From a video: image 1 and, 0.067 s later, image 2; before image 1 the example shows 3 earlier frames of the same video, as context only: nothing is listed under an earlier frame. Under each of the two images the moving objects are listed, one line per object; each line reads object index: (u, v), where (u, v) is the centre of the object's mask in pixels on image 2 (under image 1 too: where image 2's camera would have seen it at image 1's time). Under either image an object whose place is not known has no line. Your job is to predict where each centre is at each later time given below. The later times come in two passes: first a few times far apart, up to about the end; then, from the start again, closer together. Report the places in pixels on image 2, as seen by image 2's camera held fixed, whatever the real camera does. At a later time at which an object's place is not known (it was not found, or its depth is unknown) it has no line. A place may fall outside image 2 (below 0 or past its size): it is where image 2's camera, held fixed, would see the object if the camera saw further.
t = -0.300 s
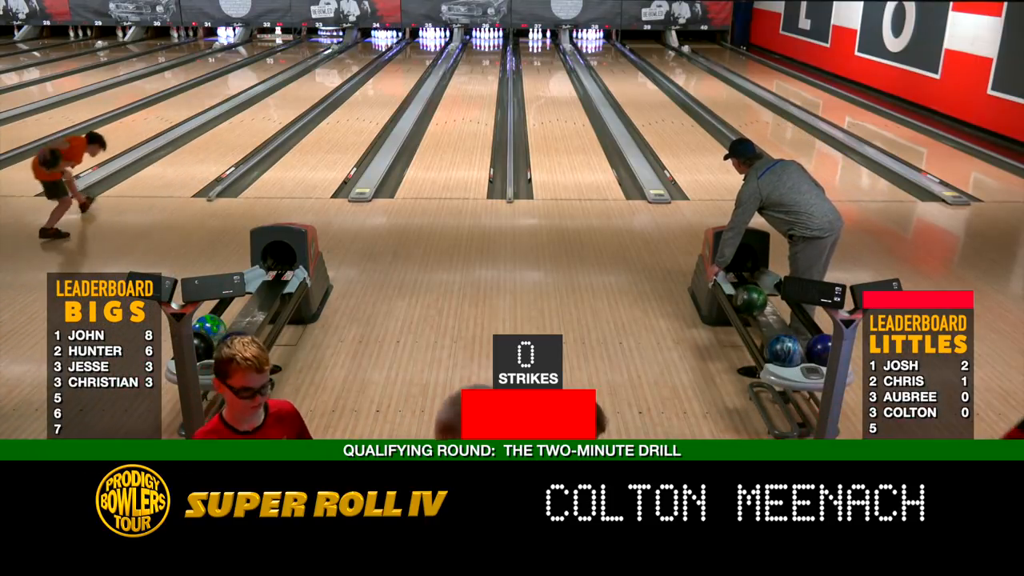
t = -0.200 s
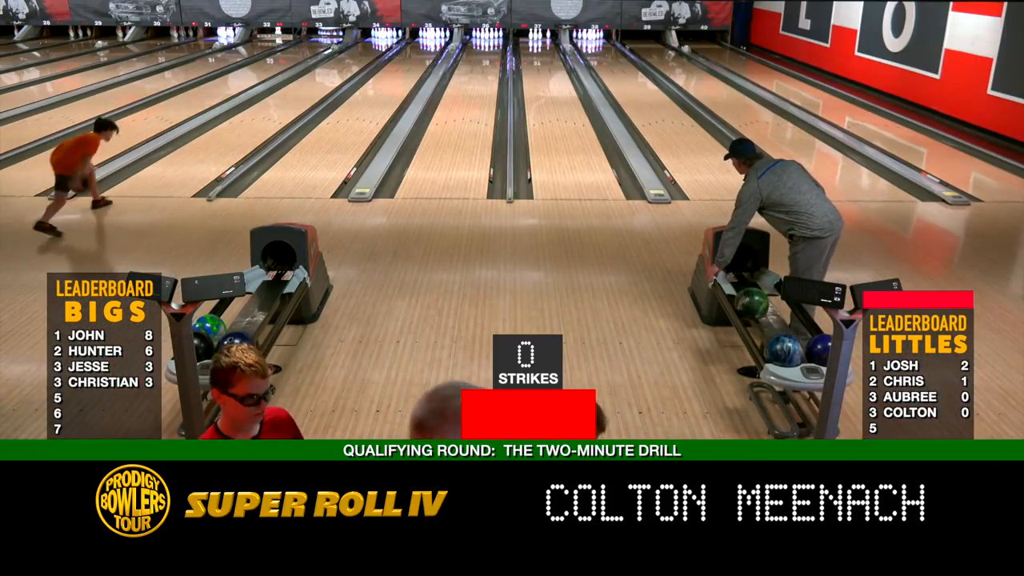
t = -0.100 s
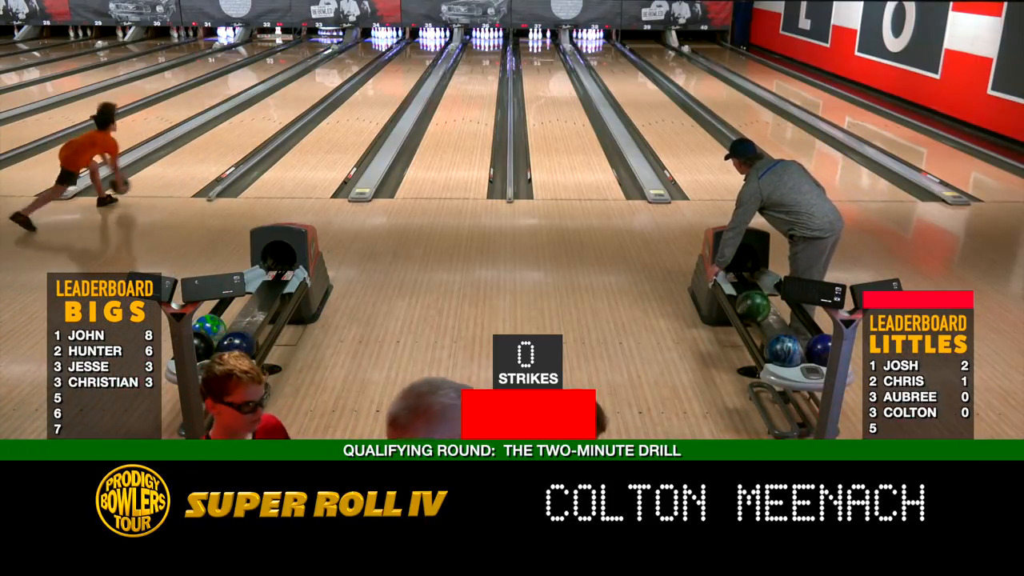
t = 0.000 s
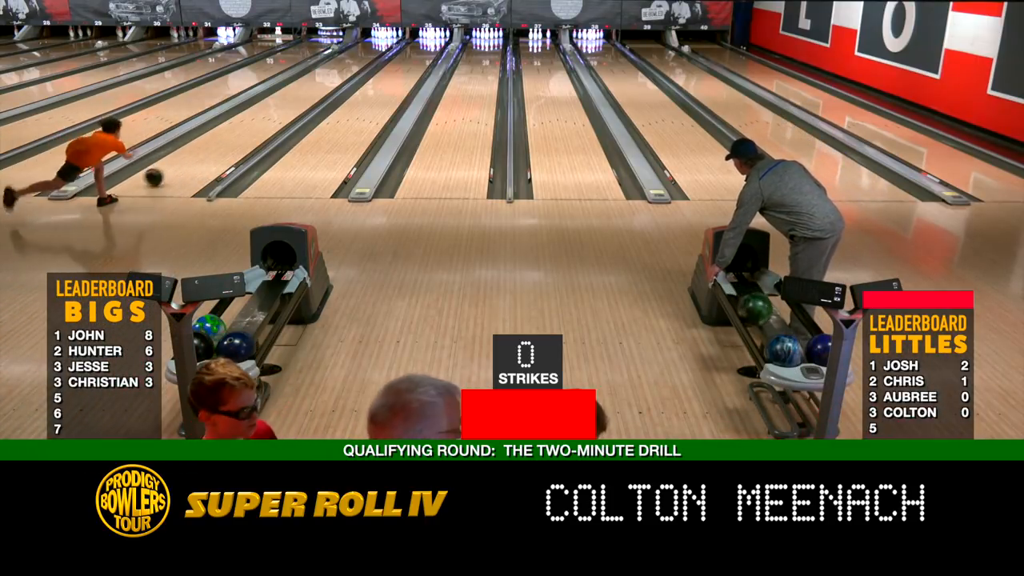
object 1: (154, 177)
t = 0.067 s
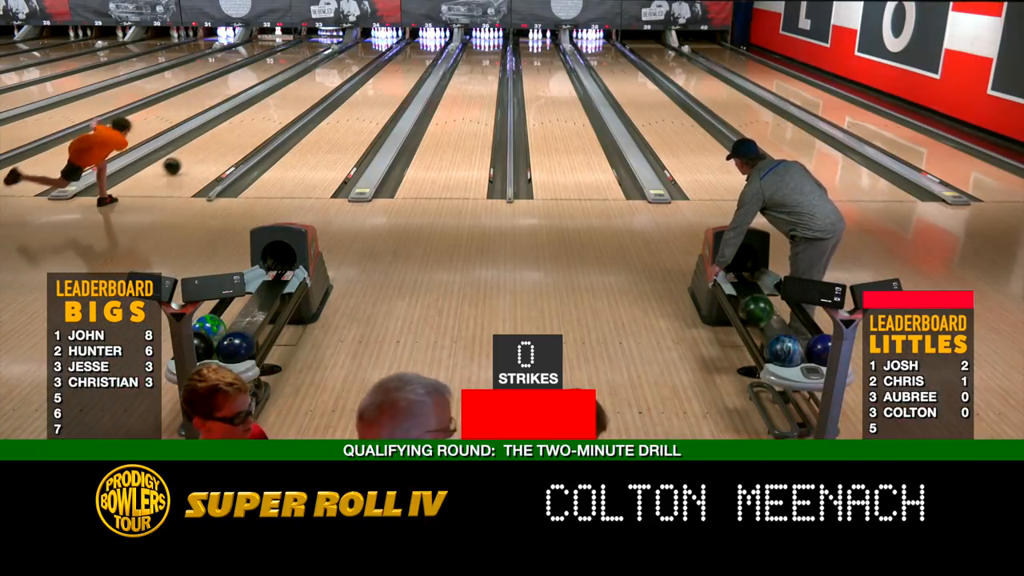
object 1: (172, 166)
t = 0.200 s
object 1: (204, 148)
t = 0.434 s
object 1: (248, 123)
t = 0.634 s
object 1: (277, 107)
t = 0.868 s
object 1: (304, 91)
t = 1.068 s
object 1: (323, 80)
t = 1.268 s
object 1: (338, 71)
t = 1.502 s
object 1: (353, 62)
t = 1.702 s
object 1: (363, 55)
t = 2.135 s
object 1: (379, 45)
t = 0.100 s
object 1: (180, 161)
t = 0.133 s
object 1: (188, 157)
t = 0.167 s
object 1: (196, 152)
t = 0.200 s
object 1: (204, 148)
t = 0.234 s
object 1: (211, 144)
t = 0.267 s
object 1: (218, 140)
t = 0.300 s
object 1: (224, 136)
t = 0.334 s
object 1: (230, 133)
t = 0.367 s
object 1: (237, 129)
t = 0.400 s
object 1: (242, 126)
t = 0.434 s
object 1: (248, 123)
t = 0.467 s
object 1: (253, 120)
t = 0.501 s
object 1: (258, 117)
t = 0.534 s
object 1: (263, 114)
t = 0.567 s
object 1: (268, 112)
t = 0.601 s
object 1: (272, 109)
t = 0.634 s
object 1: (277, 107)
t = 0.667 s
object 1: (282, 104)
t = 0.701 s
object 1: (286, 102)
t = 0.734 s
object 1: (289, 100)
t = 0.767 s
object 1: (293, 98)
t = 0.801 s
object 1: (297, 95)
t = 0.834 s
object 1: (301, 93)
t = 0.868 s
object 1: (304, 91)
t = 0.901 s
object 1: (307, 89)
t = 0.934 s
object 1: (311, 87)
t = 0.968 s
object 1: (314, 85)
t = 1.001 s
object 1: (317, 84)
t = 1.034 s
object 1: (320, 82)
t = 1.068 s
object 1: (323, 80)
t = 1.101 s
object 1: (326, 78)
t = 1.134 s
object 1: (328, 77)
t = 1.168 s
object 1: (331, 76)
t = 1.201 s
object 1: (333, 74)
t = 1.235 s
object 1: (336, 72)
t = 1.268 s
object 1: (338, 71)
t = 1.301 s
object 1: (341, 69)
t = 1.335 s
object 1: (343, 68)
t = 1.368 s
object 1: (345, 67)
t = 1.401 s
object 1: (347, 65)
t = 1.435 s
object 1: (349, 64)
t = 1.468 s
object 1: (351, 63)
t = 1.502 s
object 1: (353, 62)
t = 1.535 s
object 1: (355, 61)
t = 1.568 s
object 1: (357, 60)
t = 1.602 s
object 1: (359, 58)
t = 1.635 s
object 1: (360, 57)
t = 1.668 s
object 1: (362, 56)
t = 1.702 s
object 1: (363, 55)
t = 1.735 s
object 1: (365, 54)
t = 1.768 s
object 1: (366, 53)
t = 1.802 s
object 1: (367, 52)
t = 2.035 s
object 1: (376, 46)
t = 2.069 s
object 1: (377, 46)
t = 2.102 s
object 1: (378, 45)
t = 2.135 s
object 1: (379, 45)
